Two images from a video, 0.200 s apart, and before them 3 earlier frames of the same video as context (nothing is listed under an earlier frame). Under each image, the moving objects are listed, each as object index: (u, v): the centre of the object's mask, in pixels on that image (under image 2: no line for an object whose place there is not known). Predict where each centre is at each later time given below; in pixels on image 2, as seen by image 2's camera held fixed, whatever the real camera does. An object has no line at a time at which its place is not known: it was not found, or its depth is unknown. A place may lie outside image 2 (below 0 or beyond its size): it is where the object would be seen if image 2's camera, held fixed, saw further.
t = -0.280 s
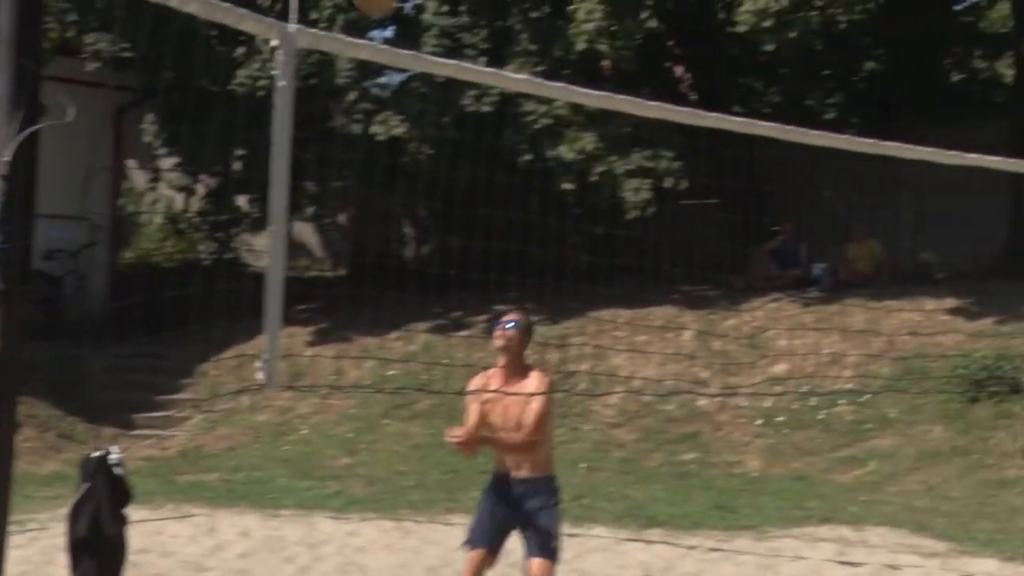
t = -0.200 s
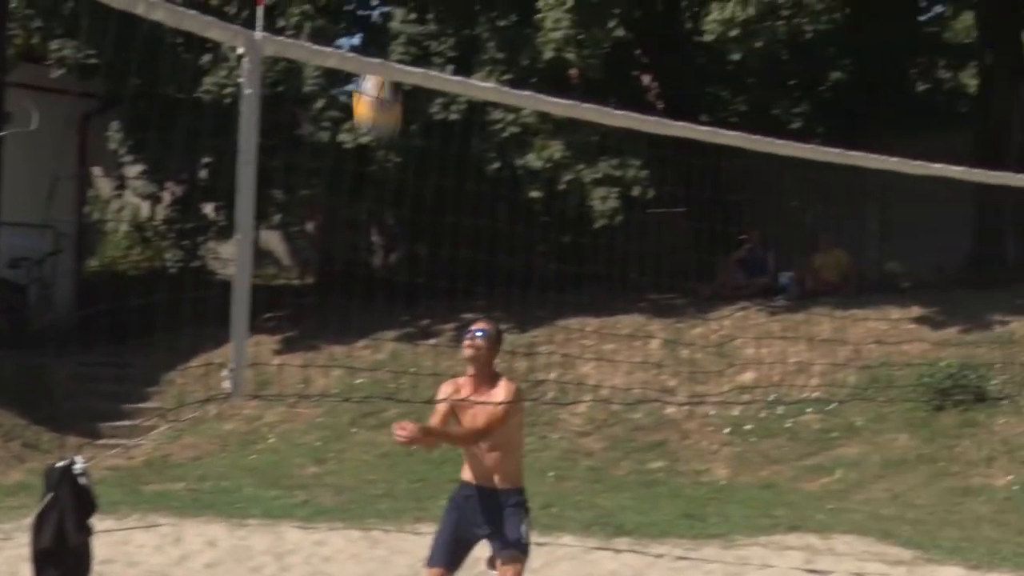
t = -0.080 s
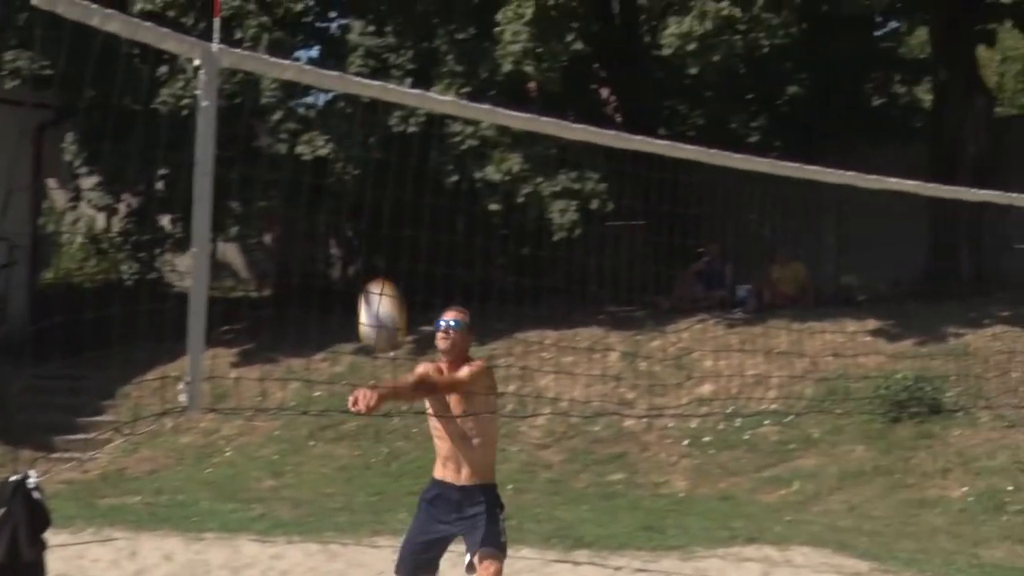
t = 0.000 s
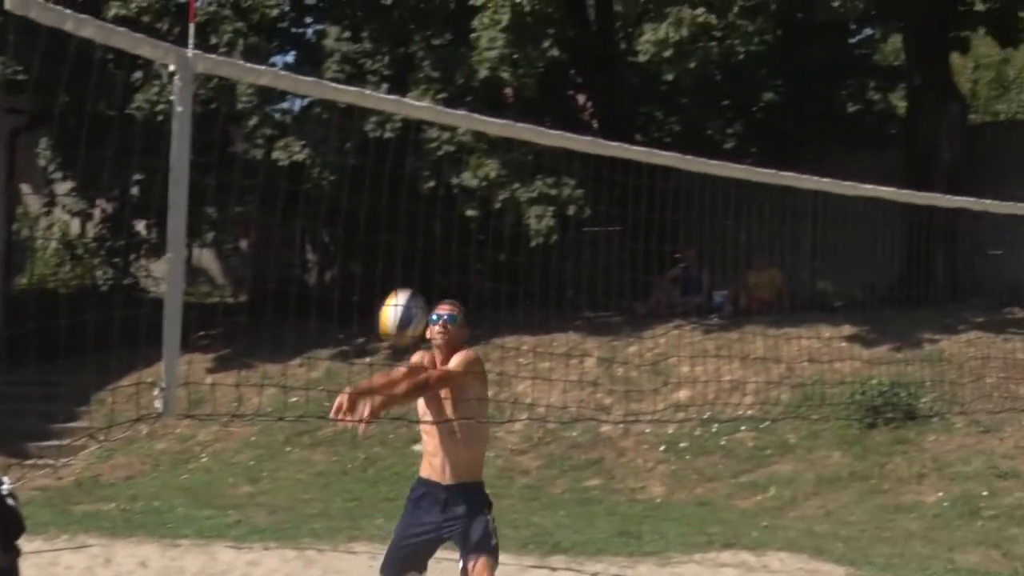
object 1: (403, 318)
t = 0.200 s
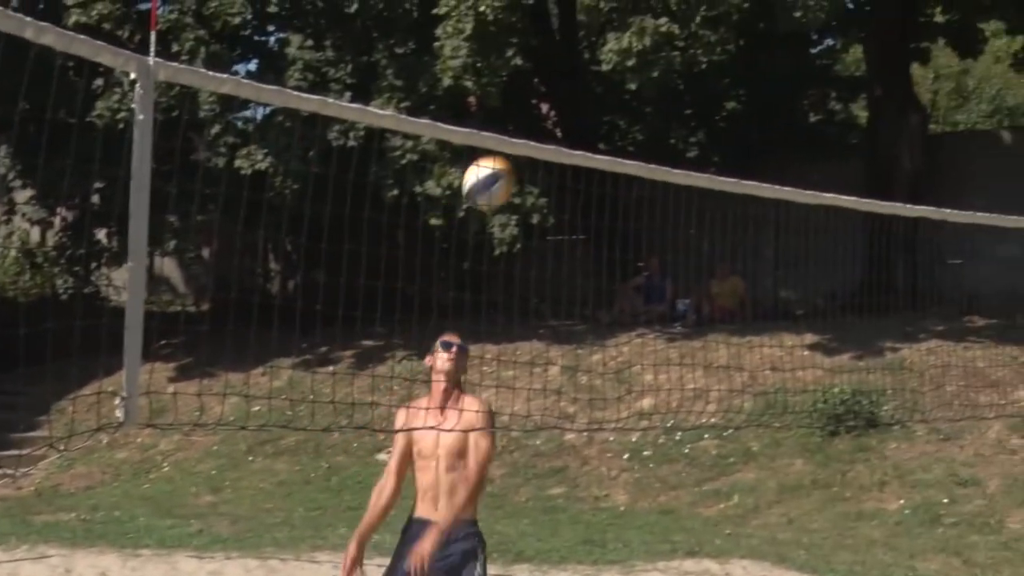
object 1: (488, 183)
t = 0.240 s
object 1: (513, 169)
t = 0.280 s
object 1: (541, 144)
